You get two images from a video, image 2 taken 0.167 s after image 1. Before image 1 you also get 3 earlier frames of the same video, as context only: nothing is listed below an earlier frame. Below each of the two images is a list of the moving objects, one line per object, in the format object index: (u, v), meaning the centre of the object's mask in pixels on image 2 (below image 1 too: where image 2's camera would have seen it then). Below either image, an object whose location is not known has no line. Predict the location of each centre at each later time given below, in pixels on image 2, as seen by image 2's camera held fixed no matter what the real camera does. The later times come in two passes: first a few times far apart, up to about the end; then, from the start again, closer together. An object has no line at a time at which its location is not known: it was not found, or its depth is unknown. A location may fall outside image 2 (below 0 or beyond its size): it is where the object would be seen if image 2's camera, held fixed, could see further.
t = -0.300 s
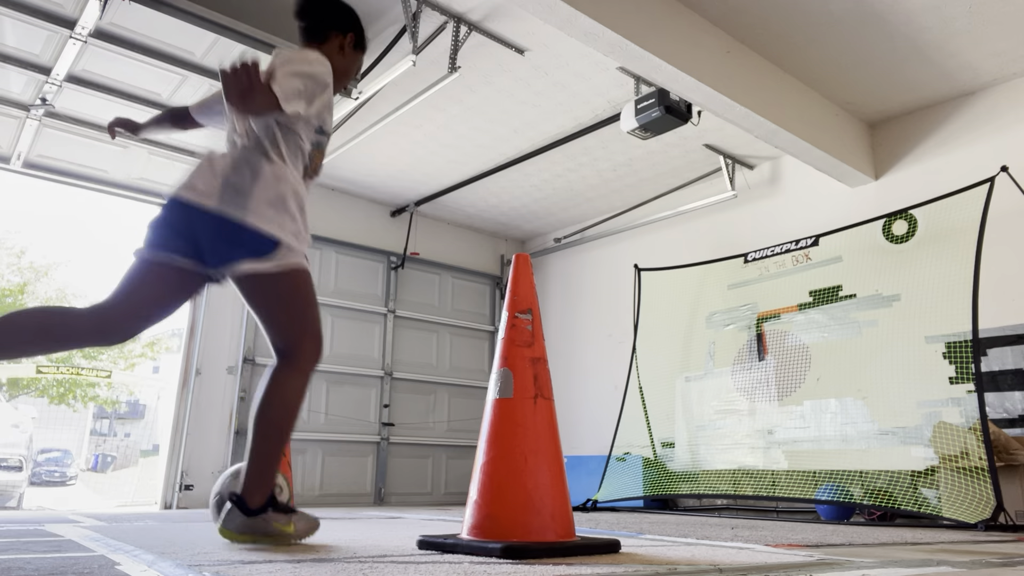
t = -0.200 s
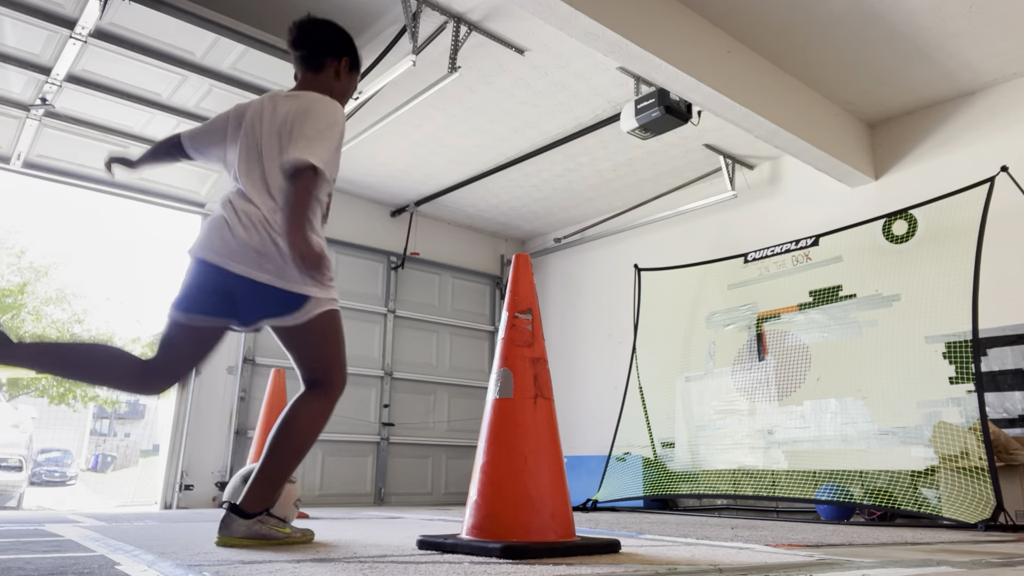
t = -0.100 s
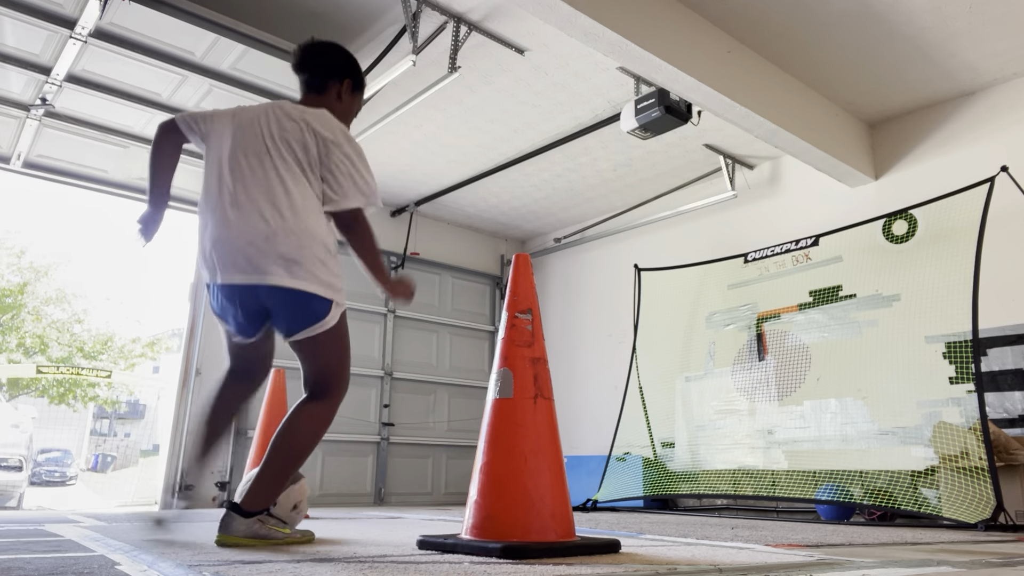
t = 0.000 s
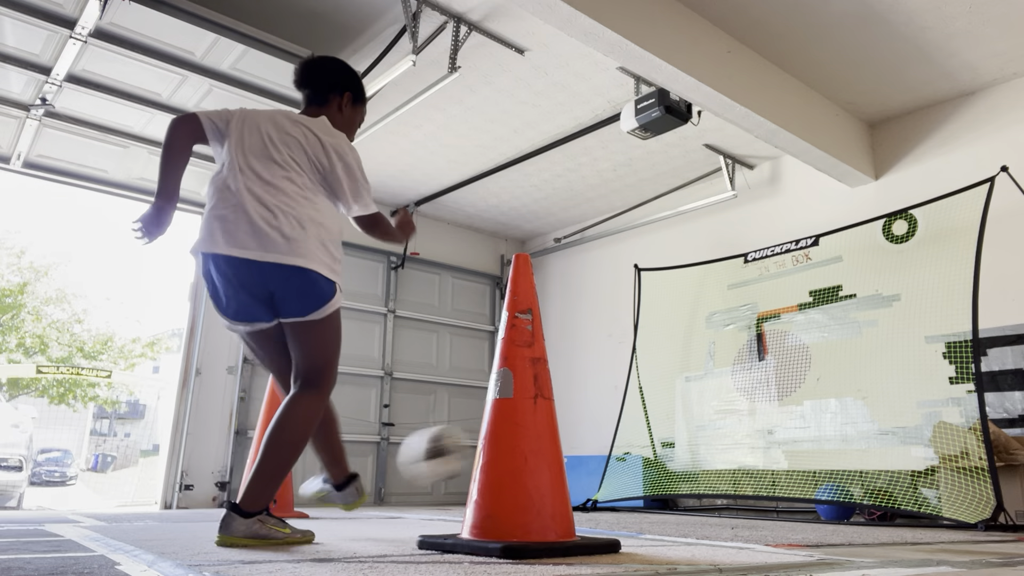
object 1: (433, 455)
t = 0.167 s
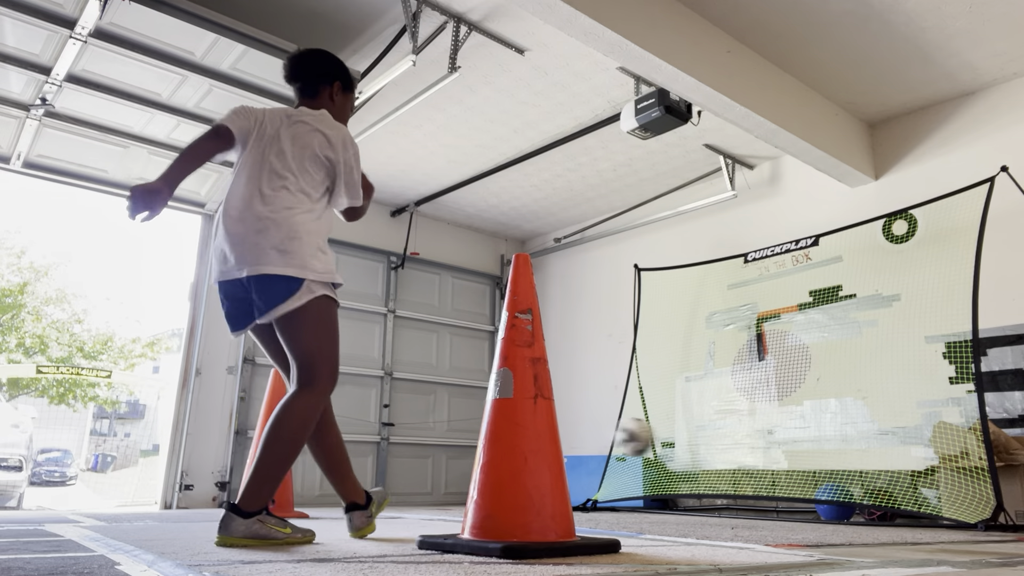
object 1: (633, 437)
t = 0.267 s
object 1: (705, 453)
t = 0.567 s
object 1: (664, 376)
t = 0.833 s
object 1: (562, 335)
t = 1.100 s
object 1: (424, 431)
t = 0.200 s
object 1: (661, 441)
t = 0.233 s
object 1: (683, 446)
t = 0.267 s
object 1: (705, 453)
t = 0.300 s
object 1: (718, 458)
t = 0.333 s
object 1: (721, 460)
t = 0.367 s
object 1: (719, 458)
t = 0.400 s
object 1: (714, 449)
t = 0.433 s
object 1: (706, 435)
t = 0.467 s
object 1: (699, 419)
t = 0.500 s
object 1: (687, 403)
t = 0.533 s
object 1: (675, 388)
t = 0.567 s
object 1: (664, 376)
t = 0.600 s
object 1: (651, 365)
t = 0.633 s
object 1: (640, 356)
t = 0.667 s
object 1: (627, 348)
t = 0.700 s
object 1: (615, 342)
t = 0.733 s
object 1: (602, 337)
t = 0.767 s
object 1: (588, 335)
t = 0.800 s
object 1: (575, 334)
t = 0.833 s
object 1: (562, 335)
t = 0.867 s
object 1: (554, 337)
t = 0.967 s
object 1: (486, 361)
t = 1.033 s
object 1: (463, 389)
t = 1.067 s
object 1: (444, 408)
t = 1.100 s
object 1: (424, 431)
